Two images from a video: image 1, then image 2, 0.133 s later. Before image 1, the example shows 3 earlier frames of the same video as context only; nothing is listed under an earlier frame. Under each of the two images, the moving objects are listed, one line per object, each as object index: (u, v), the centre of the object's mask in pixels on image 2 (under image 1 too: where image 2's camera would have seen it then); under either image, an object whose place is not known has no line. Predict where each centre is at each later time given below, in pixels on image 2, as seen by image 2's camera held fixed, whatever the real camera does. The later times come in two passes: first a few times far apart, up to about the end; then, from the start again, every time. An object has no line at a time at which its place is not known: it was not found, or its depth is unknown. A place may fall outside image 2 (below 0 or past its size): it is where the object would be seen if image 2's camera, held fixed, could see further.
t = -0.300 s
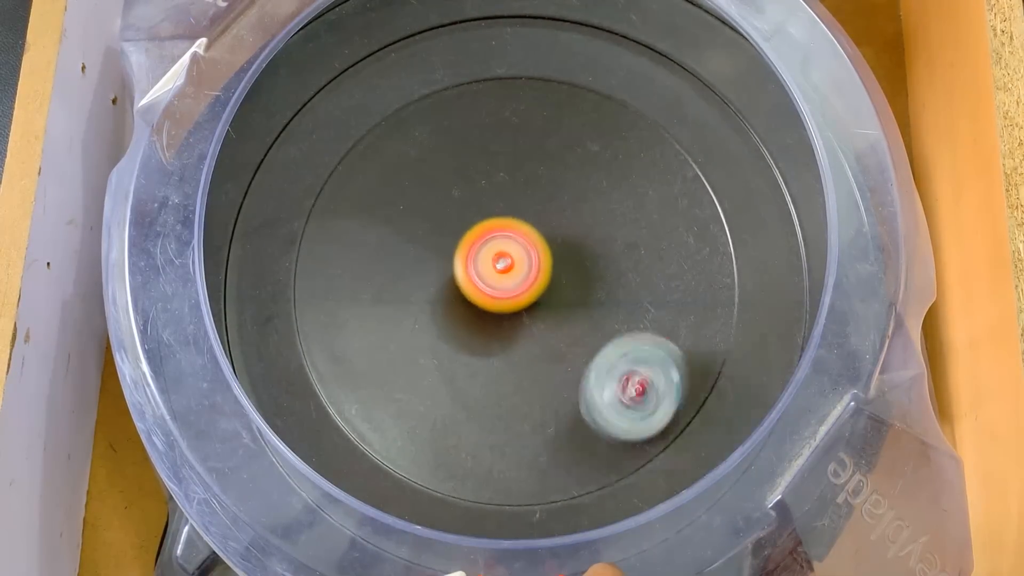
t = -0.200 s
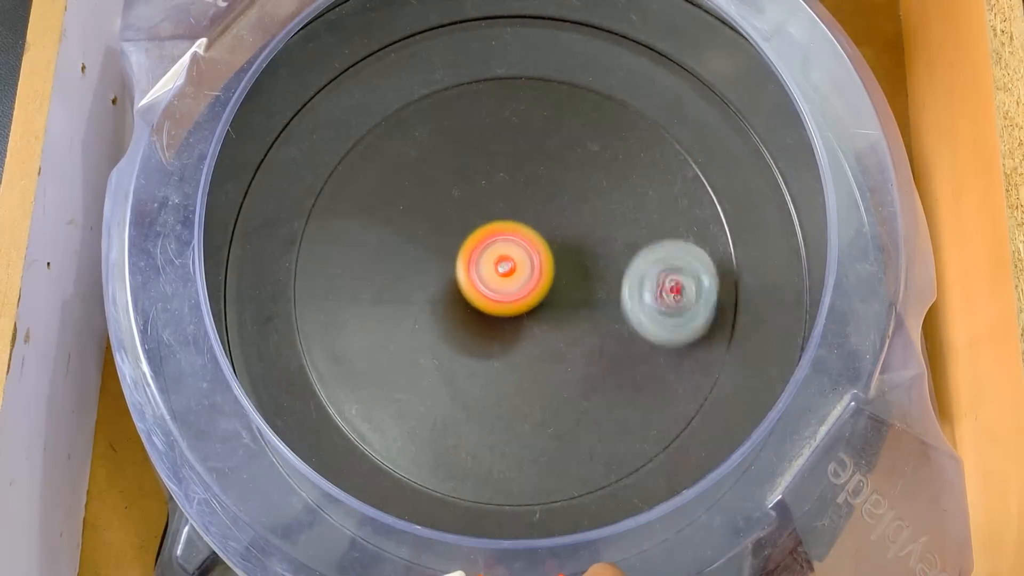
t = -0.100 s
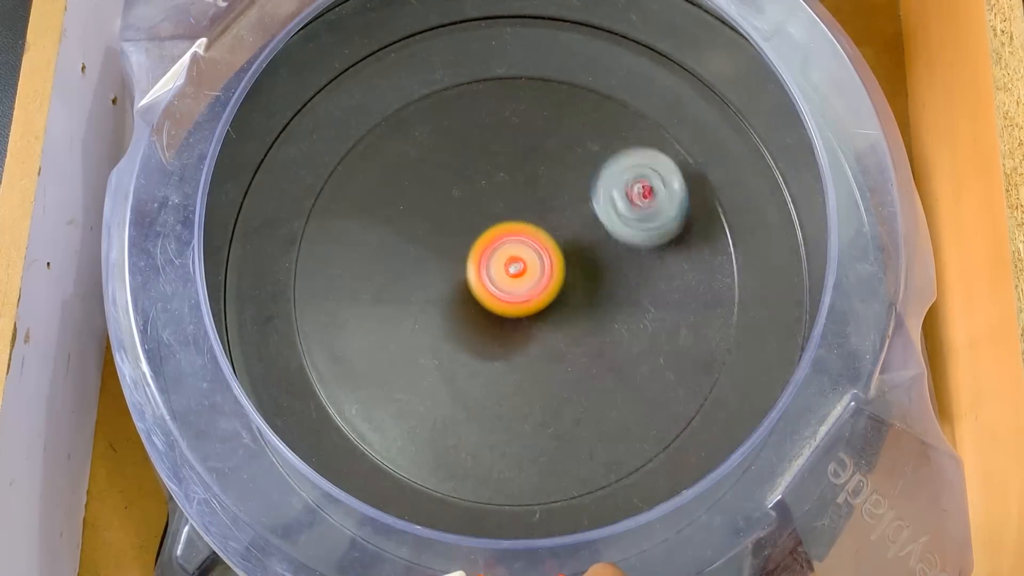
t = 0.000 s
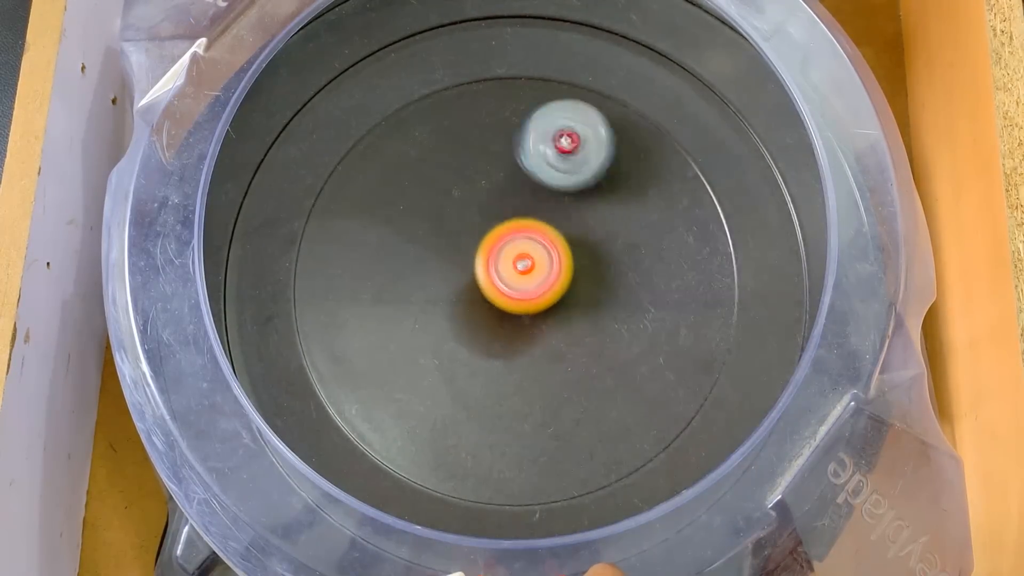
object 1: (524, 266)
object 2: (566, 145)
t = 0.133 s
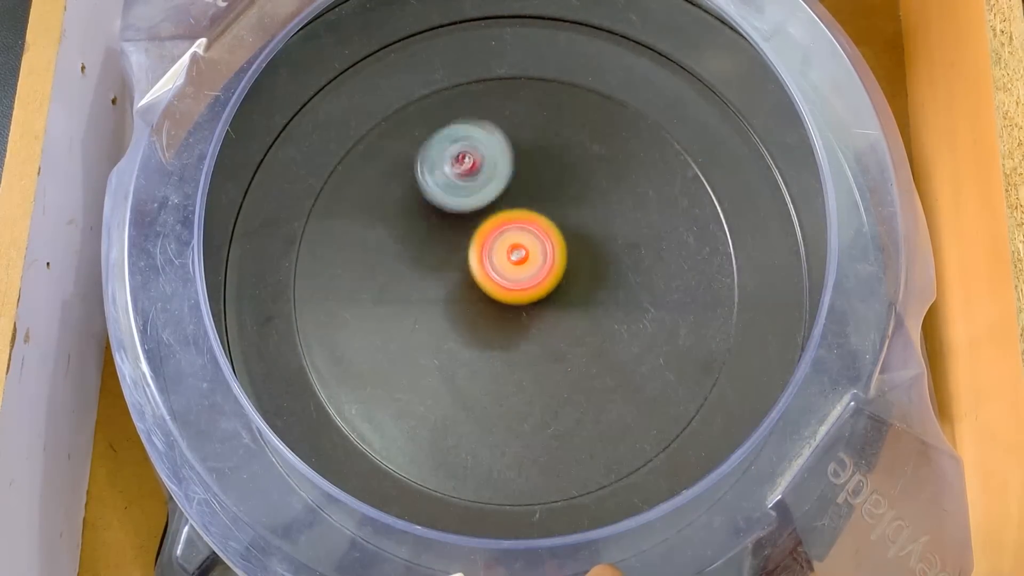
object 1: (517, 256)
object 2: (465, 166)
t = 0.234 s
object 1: (512, 259)
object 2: (430, 212)
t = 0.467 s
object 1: (534, 282)
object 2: (429, 313)
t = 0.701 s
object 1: (567, 262)
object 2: (501, 361)
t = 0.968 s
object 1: (566, 219)
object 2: (501, 323)
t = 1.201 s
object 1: (525, 239)
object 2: (460, 311)
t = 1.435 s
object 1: (533, 262)
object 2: (440, 322)
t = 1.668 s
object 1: (544, 282)
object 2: (452, 314)
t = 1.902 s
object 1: (570, 279)
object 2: (428, 280)
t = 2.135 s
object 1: (552, 278)
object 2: (463, 242)
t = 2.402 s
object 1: (575, 322)
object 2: (429, 153)
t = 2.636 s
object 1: (547, 313)
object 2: (469, 159)
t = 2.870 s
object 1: (495, 301)
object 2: (564, 206)
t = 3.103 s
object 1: (462, 274)
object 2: (600, 223)
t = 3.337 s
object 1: (462, 248)
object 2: (559, 275)
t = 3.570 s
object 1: (475, 224)
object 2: (518, 311)
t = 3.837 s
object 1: (518, 217)
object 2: (473, 302)
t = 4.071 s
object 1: (558, 237)
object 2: (465, 285)
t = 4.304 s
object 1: (578, 283)
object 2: (484, 270)
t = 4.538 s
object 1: (559, 329)
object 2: (491, 246)
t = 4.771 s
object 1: (498, 332)
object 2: (499, 241)
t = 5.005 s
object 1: (443, 299)
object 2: (523, 247)
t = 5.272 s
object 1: (444, 234)
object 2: (531, 296)
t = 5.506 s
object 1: (507, 213)
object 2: (525, 308)
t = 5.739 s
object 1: (582, 245)
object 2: (524, 338)
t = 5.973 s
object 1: (598, 311)
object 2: (511, 297)
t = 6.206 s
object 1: (524, 350)
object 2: (529, 268)
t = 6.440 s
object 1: (451, 303)
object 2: (539, 267)
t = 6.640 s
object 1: (451, 236)
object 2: (536, 267)
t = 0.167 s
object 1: (515, 256)
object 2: (449, 180)
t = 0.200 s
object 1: (513, 258)
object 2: (437, 195)
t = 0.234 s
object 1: (512, 259)
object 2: (430, 212)
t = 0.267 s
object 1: (512, 263)
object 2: (422, 228)
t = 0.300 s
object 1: (514, 268)
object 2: (414, 243)
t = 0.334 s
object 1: (518, 273)
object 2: (412, 259)
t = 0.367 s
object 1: (521, 277)
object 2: (413, 274)
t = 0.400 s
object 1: (526, 280)
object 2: (415, 287)
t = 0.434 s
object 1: (530, 281)
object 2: (421, 300)
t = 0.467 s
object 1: (534, 282)
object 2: (429, 313)
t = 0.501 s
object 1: (537, 282)
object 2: (439, 324)
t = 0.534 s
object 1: (539, 281)
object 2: (455, 334)
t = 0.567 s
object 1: (542, 280)
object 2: (468, 341)
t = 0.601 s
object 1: (551, 276)
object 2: (475, 351)
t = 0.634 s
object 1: (560, 271)
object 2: (481, 357)
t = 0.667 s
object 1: (564, 267)
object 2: (491, 361)
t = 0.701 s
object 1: (567, 262)
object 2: (501, 361)
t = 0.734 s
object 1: (568, 257)
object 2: (511, 358)
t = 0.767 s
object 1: (568, 253)
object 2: (521, 349)
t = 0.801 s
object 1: (567, 249)
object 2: (529, 338)
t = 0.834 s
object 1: (570, 241)
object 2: (529, 330)
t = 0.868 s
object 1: (573, 229)
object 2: (521, 329)
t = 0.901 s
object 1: (573, 222)
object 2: (514, 327)
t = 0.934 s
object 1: (571, 219)
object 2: (507, 325)
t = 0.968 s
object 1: (566, 219)
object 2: (501, 323)
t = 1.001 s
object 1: (559, 219)
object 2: (494, 321)
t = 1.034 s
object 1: (552, 221)
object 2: (487, 319)
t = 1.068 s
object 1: (546, 224)
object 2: (481, 317)
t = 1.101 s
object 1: (540, 228)
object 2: (476, 316)
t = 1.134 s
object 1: (533, 231)
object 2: (471, 314)
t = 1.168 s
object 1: (529, 235)
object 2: (466, 312)
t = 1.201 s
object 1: (525, 239)
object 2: (460, 311)
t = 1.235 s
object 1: (523, 243)
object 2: (455, 312)
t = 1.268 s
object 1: (522, 247)
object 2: (452, 313)
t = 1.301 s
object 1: (523, 251)
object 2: (448, 315)
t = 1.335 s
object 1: (523, 255)
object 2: (447, 317)
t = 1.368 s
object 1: (523, 259)
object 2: (447, 317)
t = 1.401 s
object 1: (527, 261)
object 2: (446, 318)
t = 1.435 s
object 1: (533, 262)
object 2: (440, 322)
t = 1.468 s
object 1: (535, 266)
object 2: (437, 325)
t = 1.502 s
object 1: (537, 268)
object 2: (434, 327)
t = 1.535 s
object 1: (538, 271)
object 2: (434, 328)
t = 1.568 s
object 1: (539, 274)
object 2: (435, 328)
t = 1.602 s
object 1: (541, 277)
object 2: (440, 324)
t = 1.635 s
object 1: (542, 279)
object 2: (447, 319)
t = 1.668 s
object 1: (544, 282)
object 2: (452, 314)
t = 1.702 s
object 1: (555, 282)
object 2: (444, 309)
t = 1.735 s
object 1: (561, 283)
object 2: (438, 305)
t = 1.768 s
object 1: (565, 282)
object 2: (434, 300)
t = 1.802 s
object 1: (567, 282)
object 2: (430, 296)
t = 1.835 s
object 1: (569, 281)
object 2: (428, 291)
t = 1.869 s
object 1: (570, 280)
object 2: (427, 286)
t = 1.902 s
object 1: (570, 279)
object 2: (428, 280)
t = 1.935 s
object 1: (570, 279)
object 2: (430, 274)
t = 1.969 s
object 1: (568, 278)
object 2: (434, 269)
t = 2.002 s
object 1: (566, 278)
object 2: (439, 264)
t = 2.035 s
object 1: (564, 278)
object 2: (444, 258)
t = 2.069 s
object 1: (560, 278)
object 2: (450, 253)
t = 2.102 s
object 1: (556, 277)
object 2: (457, 248)
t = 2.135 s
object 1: (552, 278)
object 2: (463, 242)
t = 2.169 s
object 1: (560, 291)
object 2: (455, 220)
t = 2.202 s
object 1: (569, 306)
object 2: (444, 198)
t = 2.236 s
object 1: (571, 312)
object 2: (438, 183)
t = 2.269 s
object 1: (573, 315)
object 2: (433, 173)
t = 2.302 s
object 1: (575, 318)
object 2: (431, 166)
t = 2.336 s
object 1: (576, 319)
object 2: (430, 161)
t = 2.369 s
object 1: (576, 321)
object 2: (429, 157)
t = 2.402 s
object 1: (575, 322)
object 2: (429, 153)
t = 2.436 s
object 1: (573, 322)
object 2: (430, 150)
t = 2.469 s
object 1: (570, 321)
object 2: (434, 148)
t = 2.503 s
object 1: (567, 321)
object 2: (439, 147)
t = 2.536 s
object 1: (563, 319)
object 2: (446, 147)
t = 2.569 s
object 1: (558, 318)
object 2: (453, 148)
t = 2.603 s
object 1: (553, 316)
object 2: (460, 152)
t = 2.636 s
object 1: (547, 313)
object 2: (469, 159)
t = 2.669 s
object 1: (541, 311)
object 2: (480, 169)
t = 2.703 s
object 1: (535, 307)
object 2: (492, 179)
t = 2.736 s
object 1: (528, 304)
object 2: (504, 188)
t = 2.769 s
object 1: (522, 301)
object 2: (514, 199)
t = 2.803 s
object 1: (515, 299)
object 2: (525, 207)
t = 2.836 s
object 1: (505, 301)
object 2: (543, 209)
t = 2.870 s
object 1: (495, 301)
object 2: (564, 206)
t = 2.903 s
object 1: (487, 297)
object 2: (579, 202)
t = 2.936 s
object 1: (482, 294)
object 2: (588, 202)
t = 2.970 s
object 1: (477, 290)
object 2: (596, 206)
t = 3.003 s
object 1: (473, 286)
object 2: (601, 210)
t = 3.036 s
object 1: (469, 282)
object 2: (603, 211)
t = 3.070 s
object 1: (466, 279)
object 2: (601, 217)
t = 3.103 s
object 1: (462, 274)
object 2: (600, 223)
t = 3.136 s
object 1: (460, 270)
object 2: (599, 228)
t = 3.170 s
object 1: (459, 266)
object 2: (596, 233)
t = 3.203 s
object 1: (458, 262)
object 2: (591, 243)
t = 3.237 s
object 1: (458, 258)
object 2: (585, 251)
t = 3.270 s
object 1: (459, 254)
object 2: (578, 258)
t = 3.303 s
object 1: (460, 251)
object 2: (569, 267)
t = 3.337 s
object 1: (462, 248)
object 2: (559, 275)
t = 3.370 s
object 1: (465, 245)
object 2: (551, 281)
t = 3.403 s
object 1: (465, 238)
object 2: (547, 290)
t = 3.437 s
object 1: (465, 232)
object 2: (541, 299)
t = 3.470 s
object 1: (467, 230)
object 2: (535, 305)
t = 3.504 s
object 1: (469, 228)
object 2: (529, 308)
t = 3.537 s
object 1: (472, 226)
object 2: (522, 310)
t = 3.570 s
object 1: (475, 224)
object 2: (518, 311)
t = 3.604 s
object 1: (479, 223)
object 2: (513, 310)
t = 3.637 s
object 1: (484, 222)
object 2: (506, 311)
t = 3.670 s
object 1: (491, 218)
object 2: (500, 315)
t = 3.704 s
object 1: (496, 217)
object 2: (490, 314)
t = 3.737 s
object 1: (500, 216)
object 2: (484, 311)
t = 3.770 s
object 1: (505, 216)
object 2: (480, 307)
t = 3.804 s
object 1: (511, 216)
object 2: (477, 303)
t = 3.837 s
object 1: (518, 217)
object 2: (473, 302)
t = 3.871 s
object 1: (523, 219)
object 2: (470, 298)
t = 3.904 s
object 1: (528, 221)
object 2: (470, 297)
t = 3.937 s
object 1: (535, 223)
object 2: (468, 292)
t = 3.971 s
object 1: (544, 225)
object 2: (463, 294)
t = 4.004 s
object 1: (550, 229)
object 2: (461, 290)
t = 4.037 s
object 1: (554, 232)
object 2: (462, 290)
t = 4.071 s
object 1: (558, 237)
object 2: (465, 285)
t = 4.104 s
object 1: (561, 242)
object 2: (470, 284)
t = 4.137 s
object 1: (564, 248)
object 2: (477, 280)
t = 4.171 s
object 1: (568, 253)
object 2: (478, 278)
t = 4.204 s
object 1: (573, 260)
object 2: (478, 273)
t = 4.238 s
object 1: (573, 266)
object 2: (478, 273)
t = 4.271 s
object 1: (576, 274)
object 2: (484, 271)
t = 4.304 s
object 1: (578, 283)
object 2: (484, 270)
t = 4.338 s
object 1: (579, 291)
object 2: (490, 267)
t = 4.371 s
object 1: (579, 299)
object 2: (496, 266)
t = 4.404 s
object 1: (579, 308)
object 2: (497, 262)
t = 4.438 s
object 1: (575, 314)
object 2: (496, 258)
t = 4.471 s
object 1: (570, 320)
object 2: (494, 255)
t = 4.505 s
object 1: (564, 325)
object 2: (491, 251)
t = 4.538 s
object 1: (559, 329)
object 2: (491, 246)
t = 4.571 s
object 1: (552, 332)
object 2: (490, 243)
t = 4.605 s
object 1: (544, 335)
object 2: (491, 239)
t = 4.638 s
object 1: (535, 335)
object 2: (492, 240)
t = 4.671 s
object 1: (525, 336)
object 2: (491, 239)
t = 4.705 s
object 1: (516, 336)
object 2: (496, 238)
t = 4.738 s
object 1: (507, 333)
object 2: (497, 243)
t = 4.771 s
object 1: (498, 332)
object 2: (499, 241)
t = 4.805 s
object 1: (489, 331)
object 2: (507, 238)
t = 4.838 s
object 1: (479, 327)
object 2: (510, 239)
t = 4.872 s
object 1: (471, 321)
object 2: (510, 242)
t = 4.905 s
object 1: (460, 319)
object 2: (515, 237)
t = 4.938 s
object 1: (452, 313)
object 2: (521, 237)
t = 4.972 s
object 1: (447, 306)
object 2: (524, 242)
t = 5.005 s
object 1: (443, 299)
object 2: (523, 247)
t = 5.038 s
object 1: (441, 291)
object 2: (520, 248)
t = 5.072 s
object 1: (439, 282)
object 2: (521, 251)
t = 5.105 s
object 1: (438, 275)
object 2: (522, 256)
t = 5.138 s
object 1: (436, 265)
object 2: (524, 262)
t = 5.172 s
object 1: (437, 256)
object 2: (529, 269)
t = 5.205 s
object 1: (437, 249)
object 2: (532, 279)
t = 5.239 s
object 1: (439, 241)
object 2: (533, 289)
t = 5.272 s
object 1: (444, 234)
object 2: (531, 296)
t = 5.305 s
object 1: (454, 222)
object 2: (531, 307)
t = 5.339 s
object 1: (462, 218)
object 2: (532, 310)
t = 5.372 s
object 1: (470, 214)
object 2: (531, 312)
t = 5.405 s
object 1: (478, 212)
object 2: (528, 312)
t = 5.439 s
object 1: (487, 211)
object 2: (527, 312)
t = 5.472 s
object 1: (497, 212)
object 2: (526, 310)
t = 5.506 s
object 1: (507, 213)
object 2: (525, 308)
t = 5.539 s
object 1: (517, 214)
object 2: (524, 309)
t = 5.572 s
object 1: (531, 214)
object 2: (520, 319)
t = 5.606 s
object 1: (543, 218)
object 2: (518, 328)
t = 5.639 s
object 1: (554, 223)
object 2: (521, 335)
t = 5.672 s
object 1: (565, 230)
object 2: (524, 338)
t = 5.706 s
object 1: (575, 237)
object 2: (526, 339)
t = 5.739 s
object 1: (582, 245)
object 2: (524, 338)
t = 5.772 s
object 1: (588, 254)
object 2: (521, 335)
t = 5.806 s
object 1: (593, 262)
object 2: (519, 330)
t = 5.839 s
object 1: (596, 272)
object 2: (517, 323)
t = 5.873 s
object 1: (599, 282)
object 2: (515, 316)
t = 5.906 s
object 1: (600, 291)
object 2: (513, 310)
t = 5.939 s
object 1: (600, 301)
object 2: (512, 304)
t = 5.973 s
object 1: (598, 311)
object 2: (511, 297)
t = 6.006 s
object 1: (592, 321)
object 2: (513, 288)
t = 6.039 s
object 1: (584, 331)
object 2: (514, 279)
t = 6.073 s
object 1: (574, 338)
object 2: (517, 273)
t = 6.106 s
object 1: (562, 343)
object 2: (521, 270)
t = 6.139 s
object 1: (549, 348)
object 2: (525, 268)
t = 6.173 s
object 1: (536, 350)
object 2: (527, 268)
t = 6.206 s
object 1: (524, 350)
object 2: (529, 268)
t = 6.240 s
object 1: (510, 347)
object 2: (530, 267)
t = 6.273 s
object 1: (497, 344)
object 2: (531, 267)
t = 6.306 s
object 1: (486, 339)
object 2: (532, 267)
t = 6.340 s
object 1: (475, 331)
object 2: (533, 267)
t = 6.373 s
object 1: (466, 323)
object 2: (536, 267)
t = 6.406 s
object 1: (458, 313)
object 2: (538, 267)
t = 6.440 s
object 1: (451, 303)
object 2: (539, 267)
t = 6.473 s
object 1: (447, 292)
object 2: (538, 267)
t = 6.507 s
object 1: (444, 280)
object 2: (536, 267)
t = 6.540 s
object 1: (443, 269)
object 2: (534, 267)
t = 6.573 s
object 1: (444, 258)
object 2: (533, 267)
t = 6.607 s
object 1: (446, 247)
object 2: (533, 267)
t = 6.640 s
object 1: (451, 236)
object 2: (536, 267)
